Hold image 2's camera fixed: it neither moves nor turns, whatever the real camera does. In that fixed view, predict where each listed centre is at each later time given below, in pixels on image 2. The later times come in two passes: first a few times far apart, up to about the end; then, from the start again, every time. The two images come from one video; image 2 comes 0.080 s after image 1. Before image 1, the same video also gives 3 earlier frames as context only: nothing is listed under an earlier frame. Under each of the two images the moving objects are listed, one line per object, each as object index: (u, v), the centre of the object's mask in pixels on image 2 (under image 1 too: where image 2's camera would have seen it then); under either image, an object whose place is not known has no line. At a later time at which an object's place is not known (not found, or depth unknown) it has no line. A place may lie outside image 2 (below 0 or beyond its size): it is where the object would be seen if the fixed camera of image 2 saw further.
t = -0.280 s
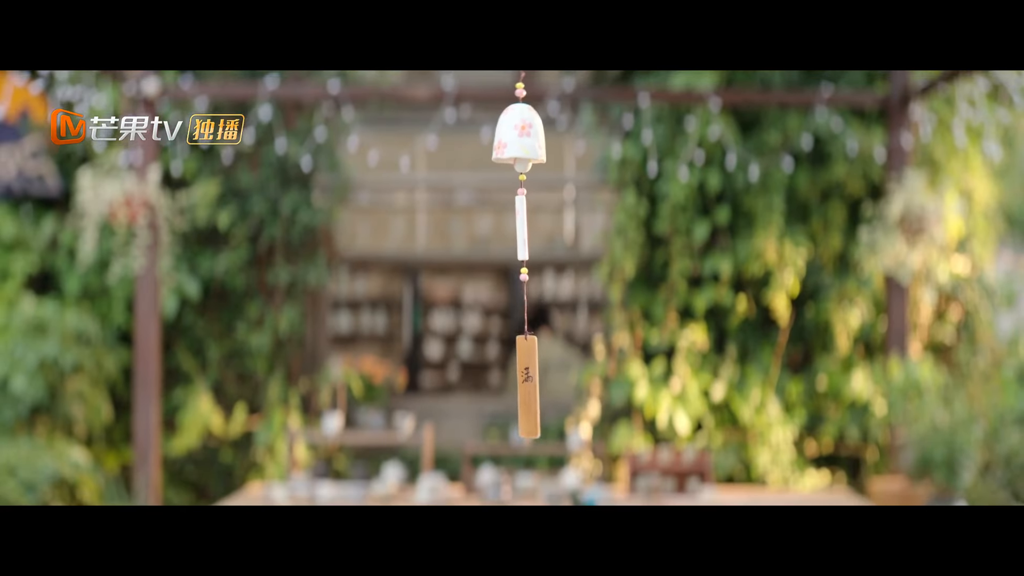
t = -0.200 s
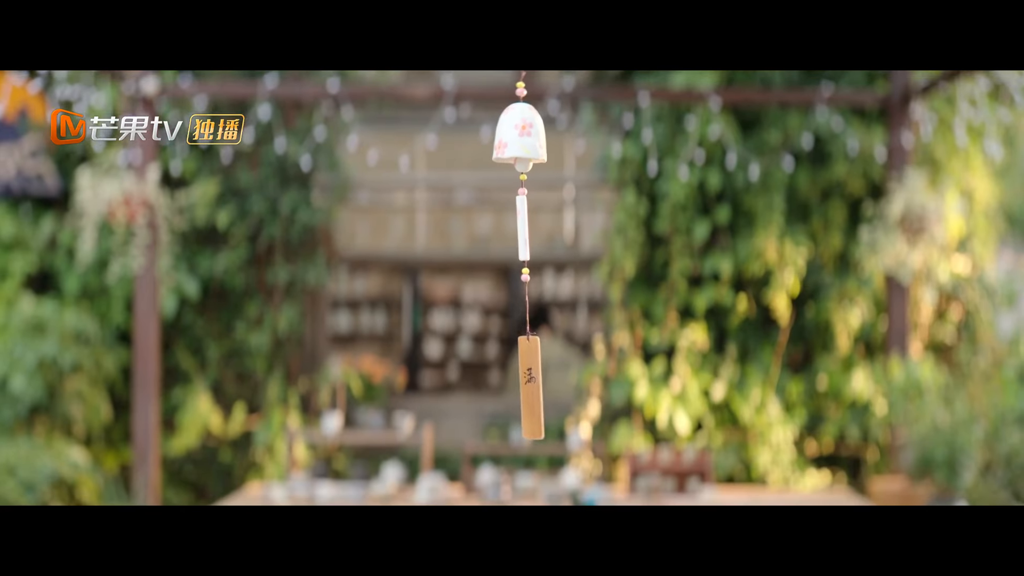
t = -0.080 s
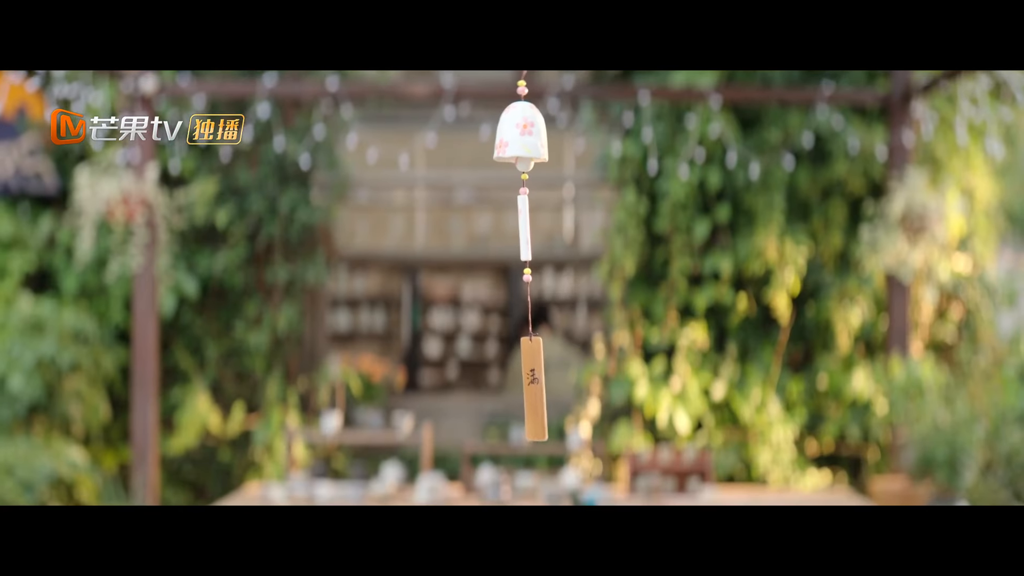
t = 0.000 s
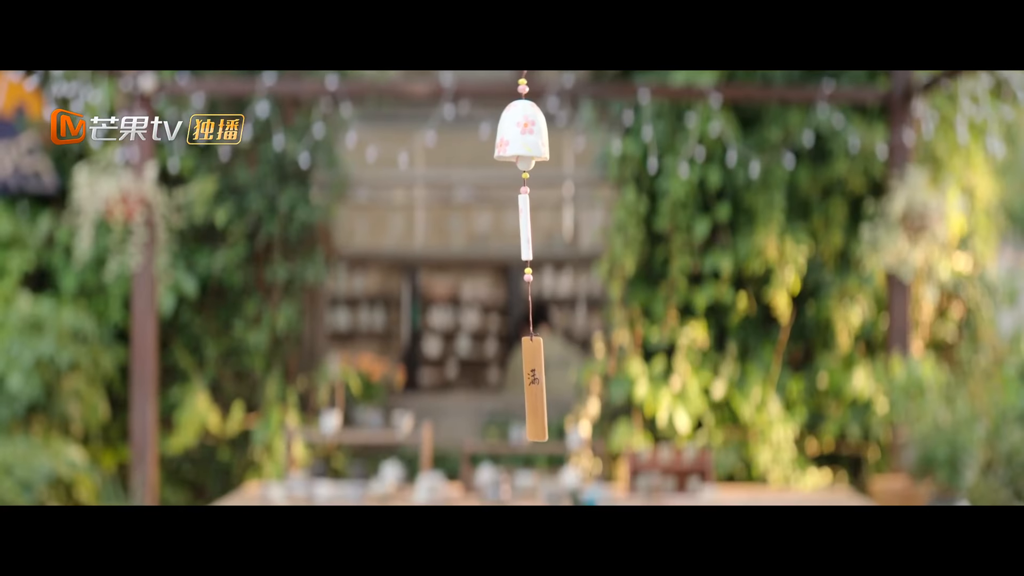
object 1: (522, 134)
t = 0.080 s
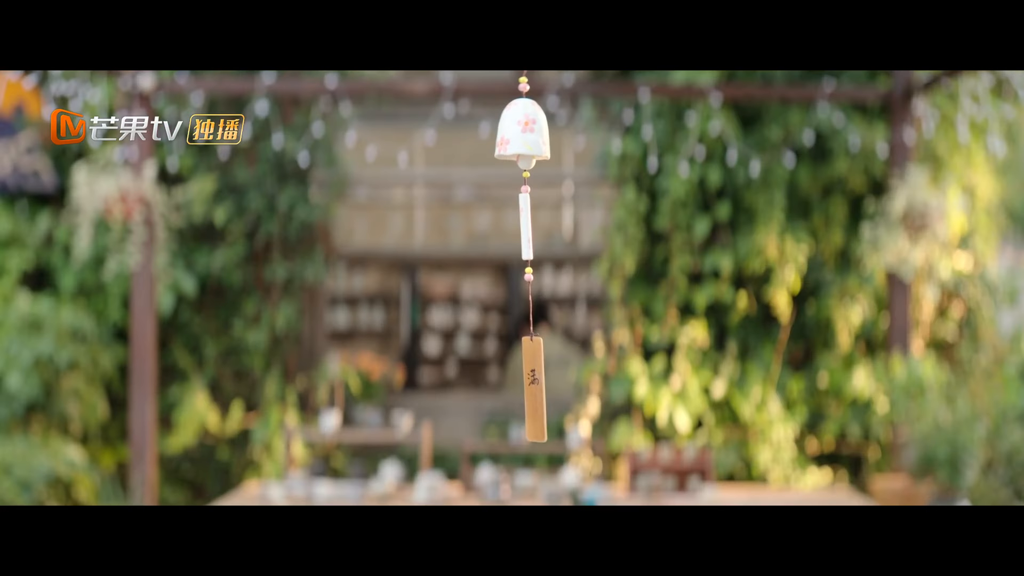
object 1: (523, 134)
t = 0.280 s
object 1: (524, 134)
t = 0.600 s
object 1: (526, 133)
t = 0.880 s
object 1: (528, 129)
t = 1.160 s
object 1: (532, 125)
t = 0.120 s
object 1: (523, 134)
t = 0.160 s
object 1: (524, 134)
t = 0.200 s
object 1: (524, 134)
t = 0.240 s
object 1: (524, 134)
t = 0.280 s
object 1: (524, 134)
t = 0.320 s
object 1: (525, 134)
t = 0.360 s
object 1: (525, 134)
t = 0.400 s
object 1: (525, 134)
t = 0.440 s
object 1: (525, 134)
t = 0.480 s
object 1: (525, 134)
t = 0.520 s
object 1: (526, 134)
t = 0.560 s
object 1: (526, 134)
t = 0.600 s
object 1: (526, 133)
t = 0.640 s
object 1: (526, 132)
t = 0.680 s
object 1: (526, 132)
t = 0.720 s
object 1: (526, 131)
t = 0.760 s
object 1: (527, 131)
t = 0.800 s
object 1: (527, 130)
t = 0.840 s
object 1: (527, 129)
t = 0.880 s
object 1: (528, 129)
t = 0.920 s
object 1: (528, 128)
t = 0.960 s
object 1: (529, 127)
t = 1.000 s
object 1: (530, 126)
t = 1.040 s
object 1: (530, 126)
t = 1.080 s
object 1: (531, 126)
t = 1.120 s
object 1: (532, 125)
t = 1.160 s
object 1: (532, 125)
